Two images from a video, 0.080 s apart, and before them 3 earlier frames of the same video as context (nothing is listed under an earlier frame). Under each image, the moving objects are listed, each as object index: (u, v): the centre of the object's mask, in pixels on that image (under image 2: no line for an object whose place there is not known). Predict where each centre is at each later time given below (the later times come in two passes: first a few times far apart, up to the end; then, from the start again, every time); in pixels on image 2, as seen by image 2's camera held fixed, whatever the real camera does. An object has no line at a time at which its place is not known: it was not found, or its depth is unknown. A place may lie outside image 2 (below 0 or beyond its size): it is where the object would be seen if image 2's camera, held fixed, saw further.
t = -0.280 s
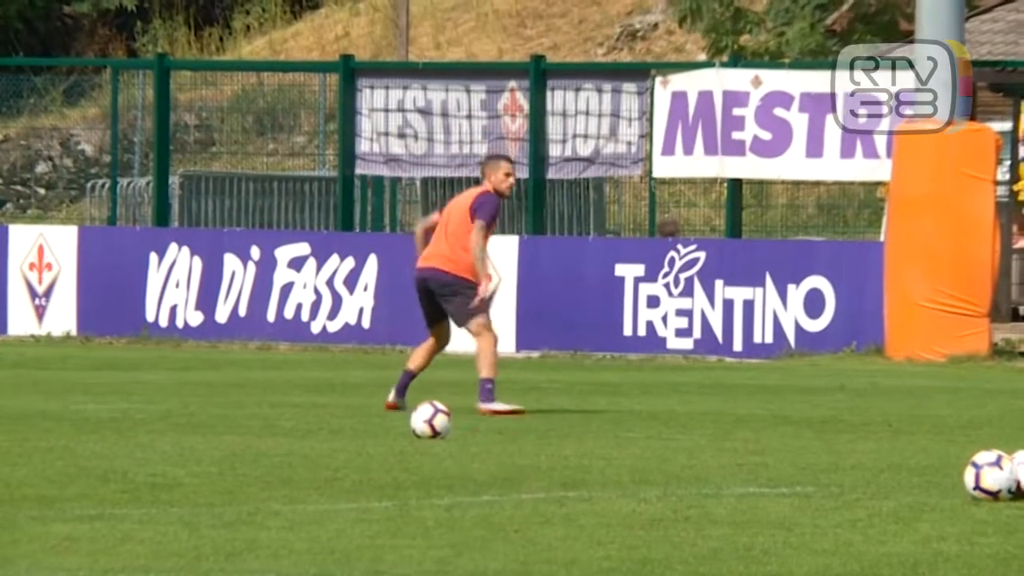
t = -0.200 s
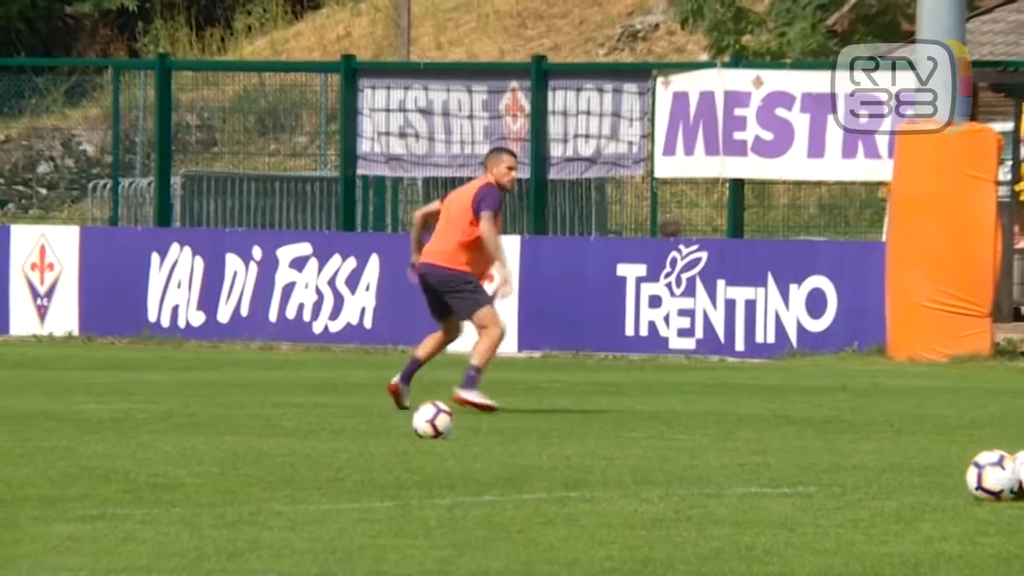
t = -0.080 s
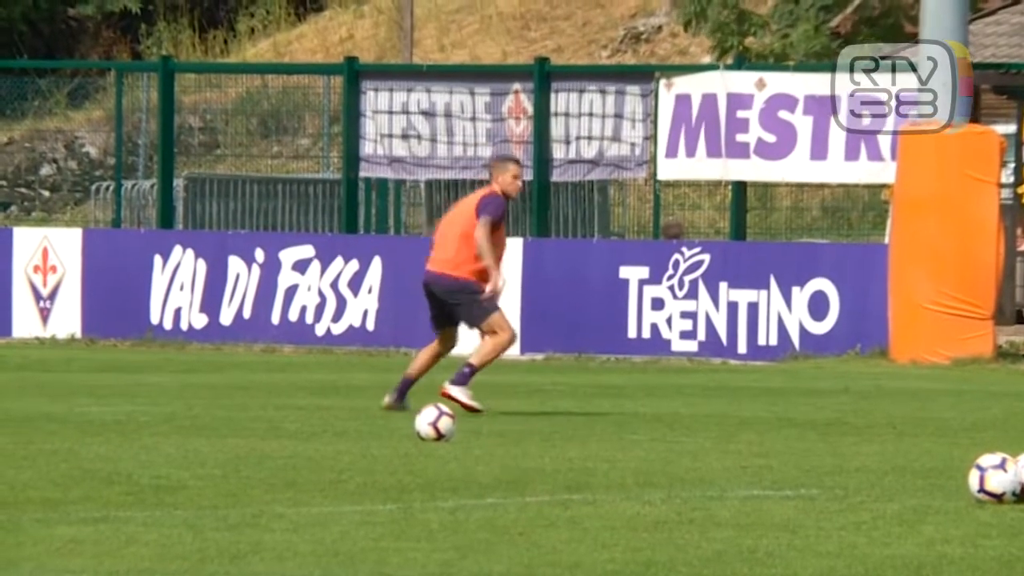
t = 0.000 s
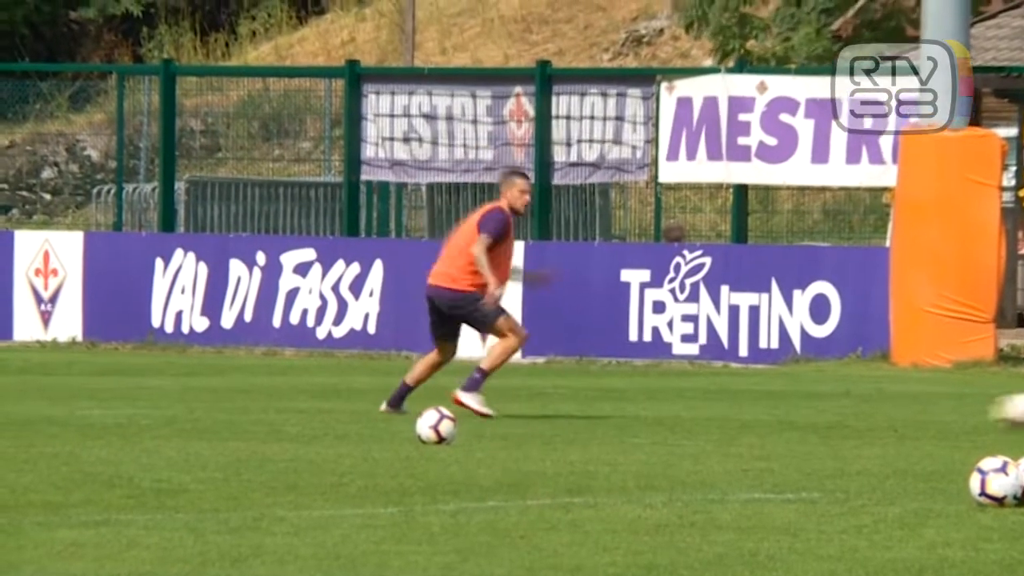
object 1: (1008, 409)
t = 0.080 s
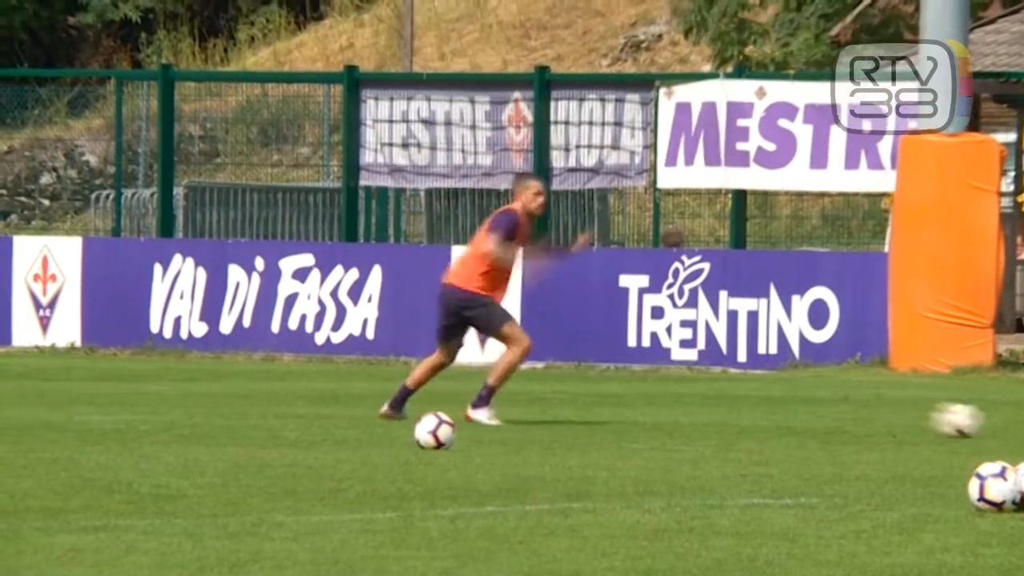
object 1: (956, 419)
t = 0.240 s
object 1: (859, 416)
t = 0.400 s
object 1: (781, 409)
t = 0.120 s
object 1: (932, 416)
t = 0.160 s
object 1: (906, 413)
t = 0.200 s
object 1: (882, 412)
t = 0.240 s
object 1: (859, 416)
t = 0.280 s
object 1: (835, 415)
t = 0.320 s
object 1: (818, 413)
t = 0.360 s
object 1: (800, 410)
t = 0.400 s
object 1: (781, 409)
